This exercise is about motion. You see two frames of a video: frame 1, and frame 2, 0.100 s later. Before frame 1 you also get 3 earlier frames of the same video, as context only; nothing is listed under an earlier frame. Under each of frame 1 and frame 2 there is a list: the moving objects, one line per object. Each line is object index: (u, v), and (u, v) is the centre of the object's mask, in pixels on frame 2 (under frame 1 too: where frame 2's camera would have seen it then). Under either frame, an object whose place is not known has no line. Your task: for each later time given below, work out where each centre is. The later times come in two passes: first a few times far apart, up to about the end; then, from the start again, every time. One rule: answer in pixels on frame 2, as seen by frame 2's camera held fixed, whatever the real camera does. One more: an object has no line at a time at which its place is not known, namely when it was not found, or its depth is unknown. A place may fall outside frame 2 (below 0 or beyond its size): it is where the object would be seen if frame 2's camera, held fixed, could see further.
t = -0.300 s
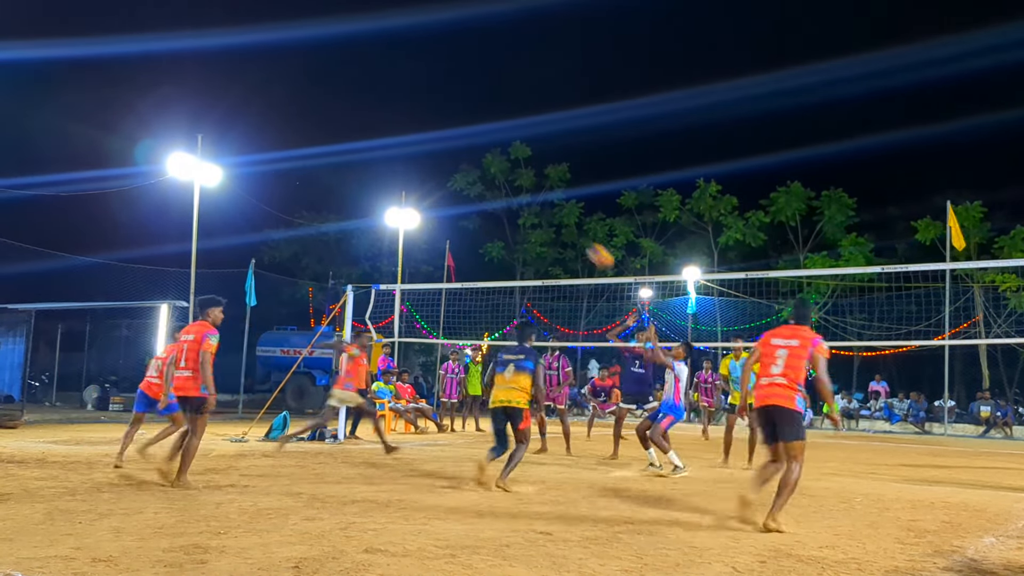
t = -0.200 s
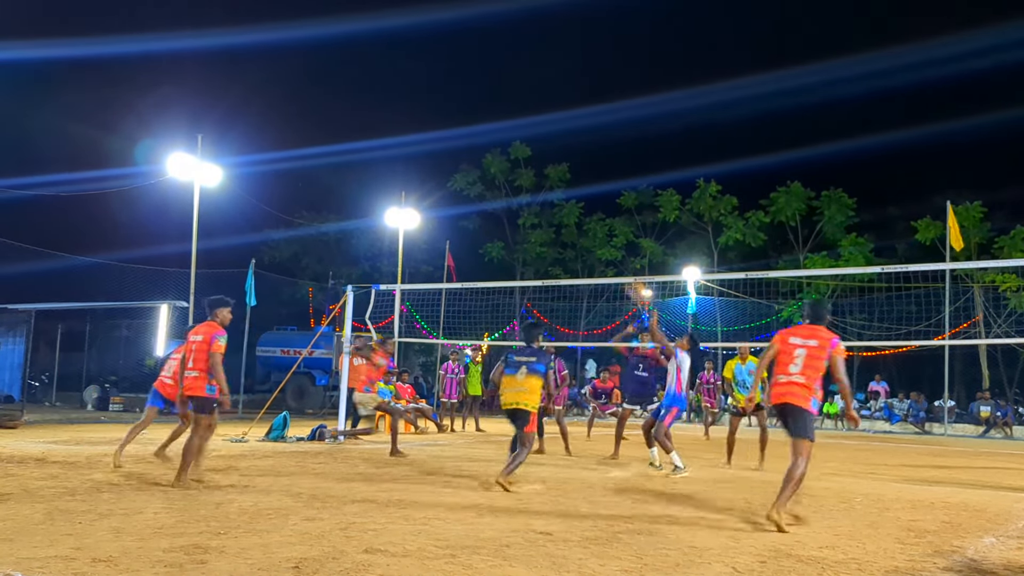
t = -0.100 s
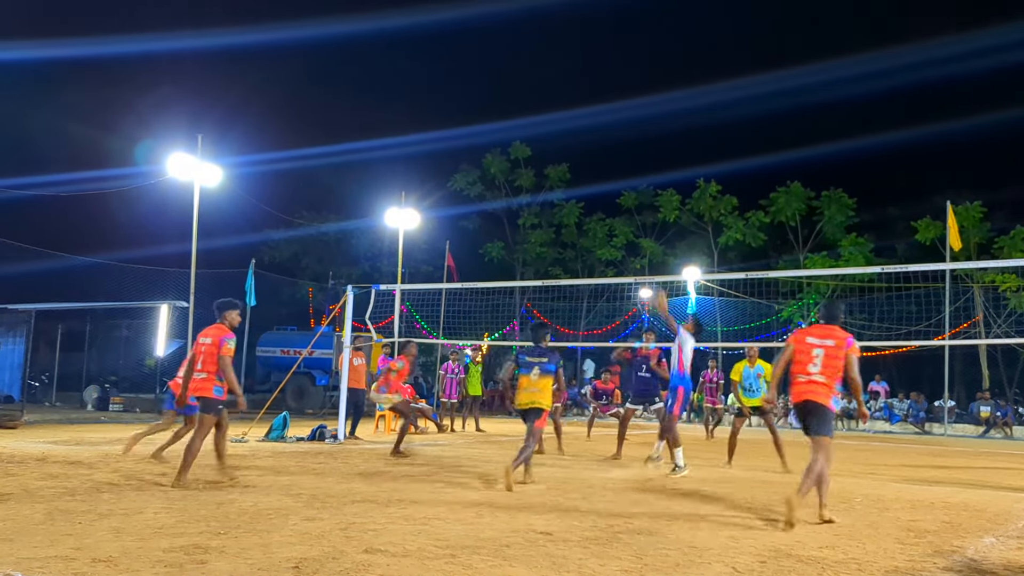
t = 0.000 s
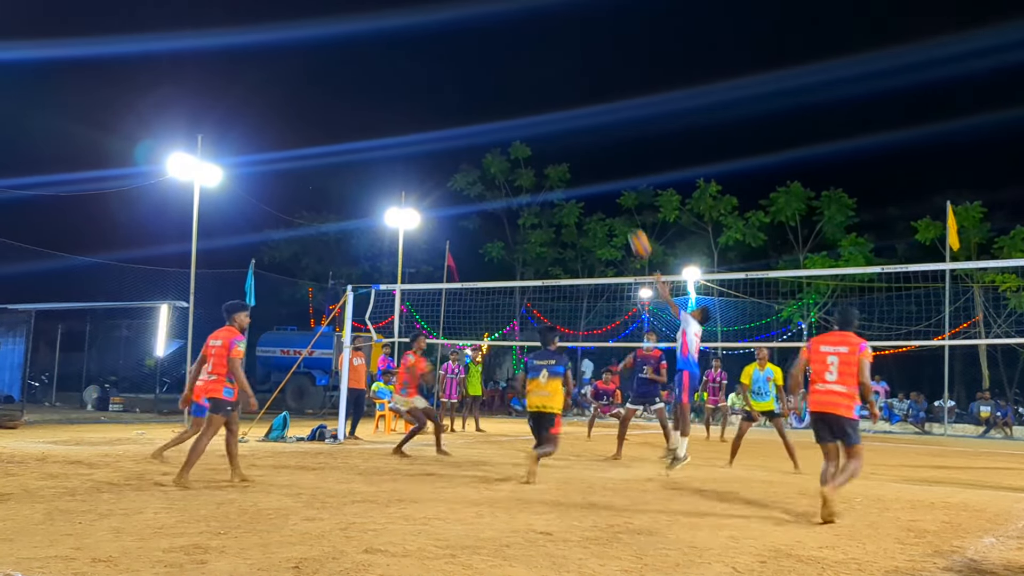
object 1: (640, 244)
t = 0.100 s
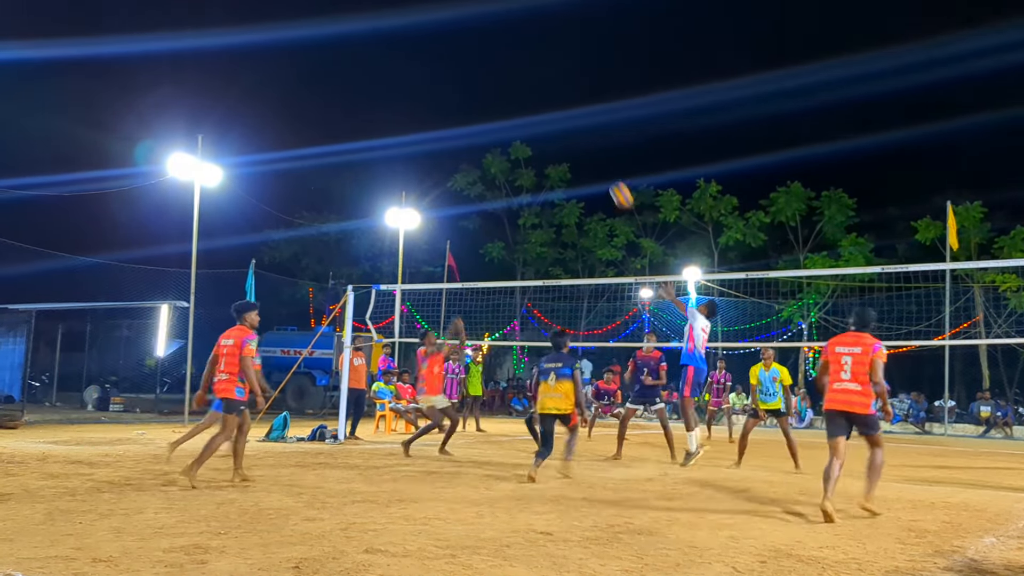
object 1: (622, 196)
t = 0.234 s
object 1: (597, 148)
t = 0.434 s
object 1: (563, 109)
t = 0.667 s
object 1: (525, 102)
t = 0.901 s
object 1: (490, 135)
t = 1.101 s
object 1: (461, 191)
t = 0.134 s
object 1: (615, 182)
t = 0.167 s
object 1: (609, 170)
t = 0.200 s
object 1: (603, 158)
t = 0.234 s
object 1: (597, 148)
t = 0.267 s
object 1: (591, 140)
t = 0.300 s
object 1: (586, 131)
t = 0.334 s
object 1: (580, 124)
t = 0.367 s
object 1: (574, 118)
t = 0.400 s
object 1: (568, 113)
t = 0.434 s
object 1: (563, 109)
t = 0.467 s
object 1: (558, 105)
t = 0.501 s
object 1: (552, 102)
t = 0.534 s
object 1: (547, 101)
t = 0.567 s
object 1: (541, 100)
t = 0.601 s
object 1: (536, 99)
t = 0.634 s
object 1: (530, 100)
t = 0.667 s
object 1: (525, 102)
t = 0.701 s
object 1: (520, 105)
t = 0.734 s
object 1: (514, 108)
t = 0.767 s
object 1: (509, 112)
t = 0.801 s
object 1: (504, 117)
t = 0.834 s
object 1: (499, 122)
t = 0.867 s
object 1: (494, 128)
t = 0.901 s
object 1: (490, 135)
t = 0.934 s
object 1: (484, 143)
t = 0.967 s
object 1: (481, 151)
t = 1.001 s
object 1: (476, 160)
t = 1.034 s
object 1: (471, 169)
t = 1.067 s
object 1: (465, 181)
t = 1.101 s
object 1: (461, 191)
